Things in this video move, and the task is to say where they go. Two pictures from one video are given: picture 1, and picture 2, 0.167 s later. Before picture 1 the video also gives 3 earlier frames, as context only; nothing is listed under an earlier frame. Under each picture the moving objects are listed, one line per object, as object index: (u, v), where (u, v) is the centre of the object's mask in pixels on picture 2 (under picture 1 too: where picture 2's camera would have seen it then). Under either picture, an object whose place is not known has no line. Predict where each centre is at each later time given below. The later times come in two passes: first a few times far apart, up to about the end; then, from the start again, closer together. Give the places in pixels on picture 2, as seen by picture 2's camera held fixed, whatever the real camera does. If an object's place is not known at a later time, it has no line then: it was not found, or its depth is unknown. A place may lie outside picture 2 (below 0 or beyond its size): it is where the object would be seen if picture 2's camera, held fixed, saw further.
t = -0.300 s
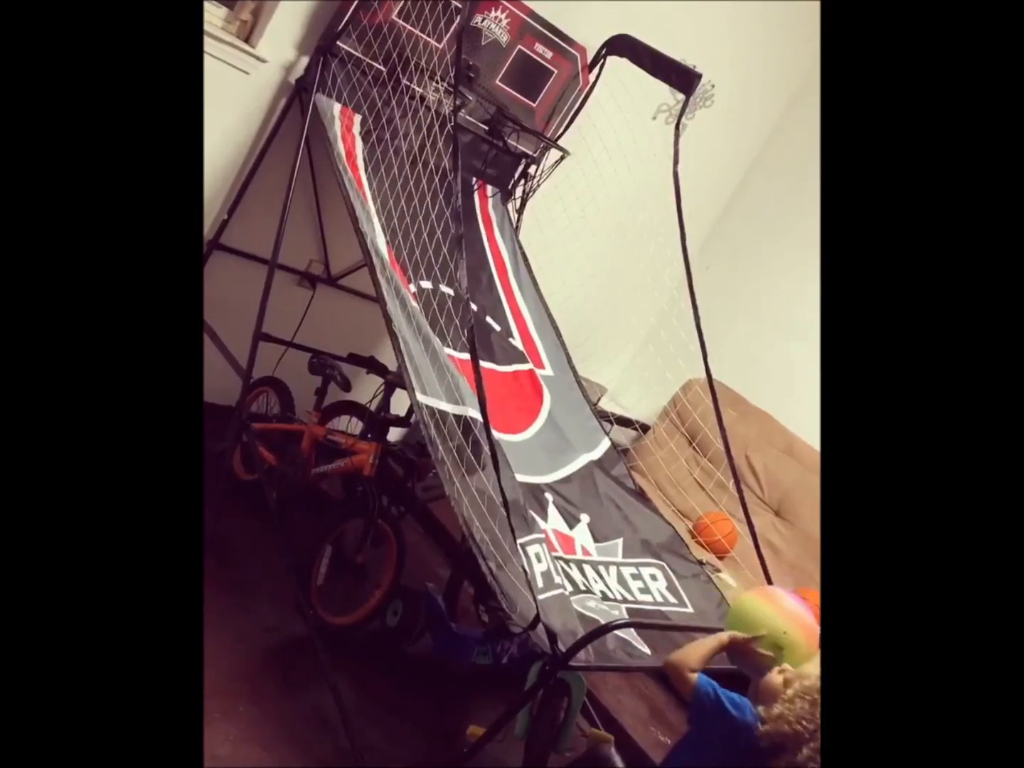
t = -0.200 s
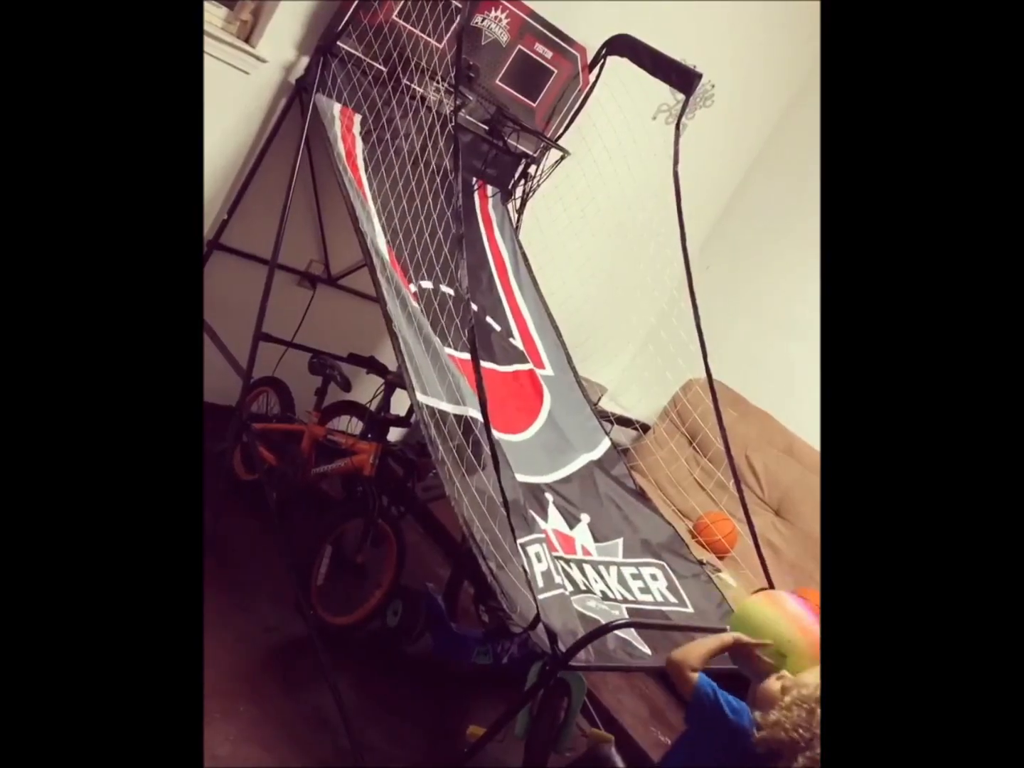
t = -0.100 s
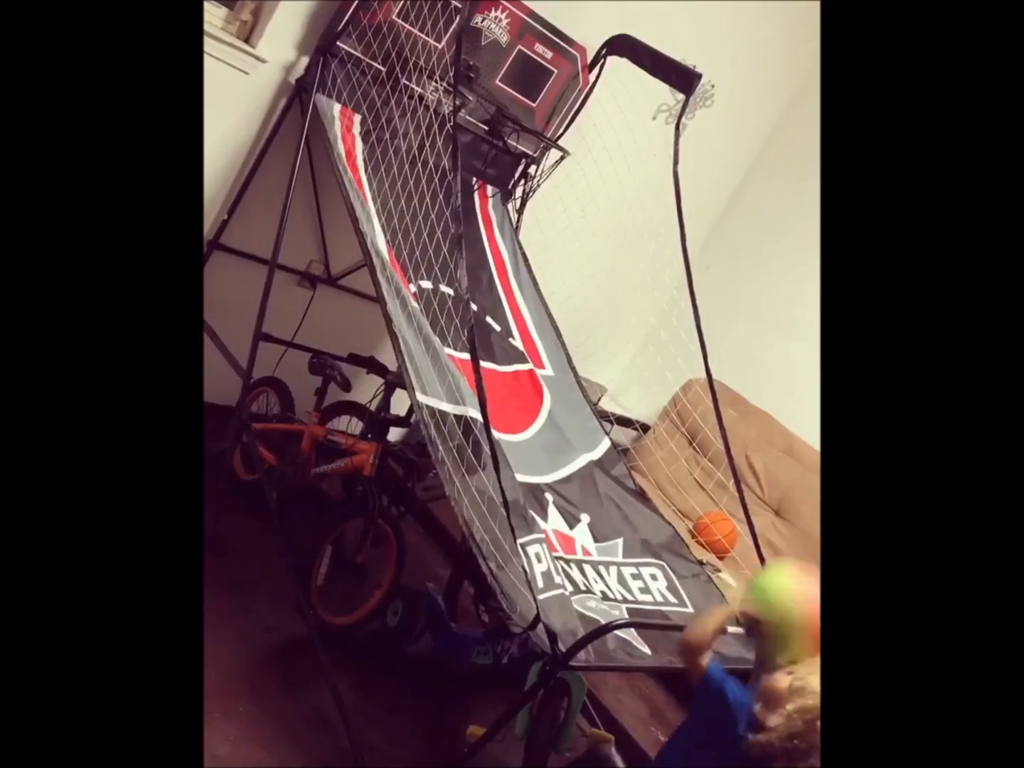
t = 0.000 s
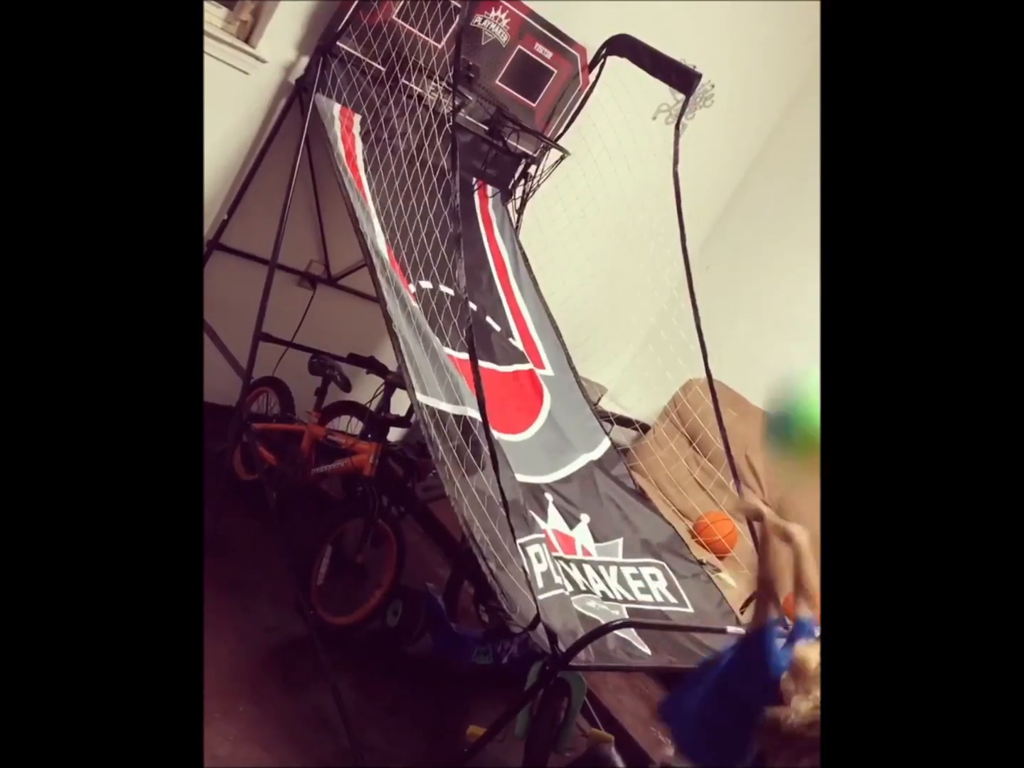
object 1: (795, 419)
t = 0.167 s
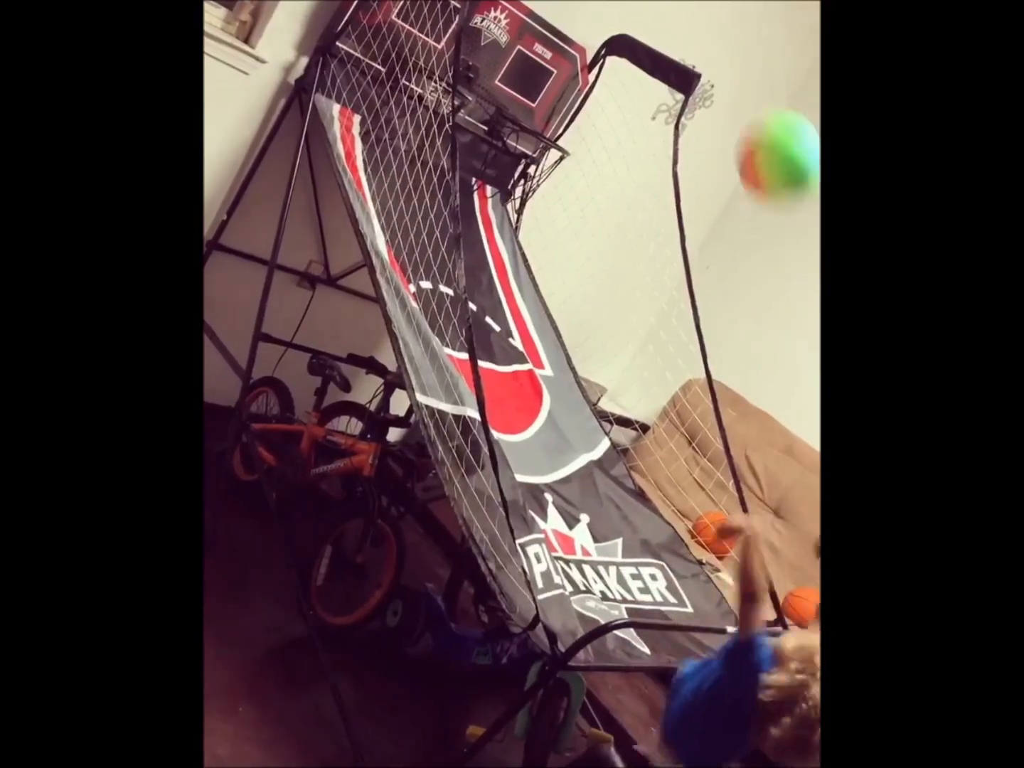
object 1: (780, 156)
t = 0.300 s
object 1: (722, 48)
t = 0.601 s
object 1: (511, 26)
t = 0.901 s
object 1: (395, 212)
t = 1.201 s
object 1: (503, 373)
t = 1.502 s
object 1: (650, 547)
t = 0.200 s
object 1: (771, 123)
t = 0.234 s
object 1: (756, 93)
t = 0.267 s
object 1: (740, 68)
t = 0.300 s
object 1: (722, 48)
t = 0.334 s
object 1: (702, 34)
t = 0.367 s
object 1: (680, 25)
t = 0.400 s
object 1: (659, 20)
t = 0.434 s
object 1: (635, 17)
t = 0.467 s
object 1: (612, 15)
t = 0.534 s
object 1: (563, 17)
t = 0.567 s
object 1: (537, 21)
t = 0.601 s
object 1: (511, 26)
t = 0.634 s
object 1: (488, 39)
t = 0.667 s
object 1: (459, 53)
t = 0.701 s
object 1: (427, 72)
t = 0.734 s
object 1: (417, 91)
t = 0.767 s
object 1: (412, 113)
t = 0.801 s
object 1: (406, 140)
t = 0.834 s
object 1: (398, 163)
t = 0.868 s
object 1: (394, 187)
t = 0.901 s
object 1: (395, 212)
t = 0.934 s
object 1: (397, 232)
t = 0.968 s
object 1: (402, 252)
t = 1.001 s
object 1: (412, 271)
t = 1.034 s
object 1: (422, 294)
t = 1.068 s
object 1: (435, 314)
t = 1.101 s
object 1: (444, 328)
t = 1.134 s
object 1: (460, 350)
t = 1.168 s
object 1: (482, 363)
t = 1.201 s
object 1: (503, 373)
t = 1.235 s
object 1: (525, 384)
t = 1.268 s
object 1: (545, 397)
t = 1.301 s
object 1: (565, 412)
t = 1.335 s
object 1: (582, 430)
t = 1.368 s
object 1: (597, 452)
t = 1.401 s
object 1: (612, 480)
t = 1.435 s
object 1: (622, 504)
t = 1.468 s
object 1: (634, 528)
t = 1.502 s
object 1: (650, 547)
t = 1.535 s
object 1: (670, 566)
